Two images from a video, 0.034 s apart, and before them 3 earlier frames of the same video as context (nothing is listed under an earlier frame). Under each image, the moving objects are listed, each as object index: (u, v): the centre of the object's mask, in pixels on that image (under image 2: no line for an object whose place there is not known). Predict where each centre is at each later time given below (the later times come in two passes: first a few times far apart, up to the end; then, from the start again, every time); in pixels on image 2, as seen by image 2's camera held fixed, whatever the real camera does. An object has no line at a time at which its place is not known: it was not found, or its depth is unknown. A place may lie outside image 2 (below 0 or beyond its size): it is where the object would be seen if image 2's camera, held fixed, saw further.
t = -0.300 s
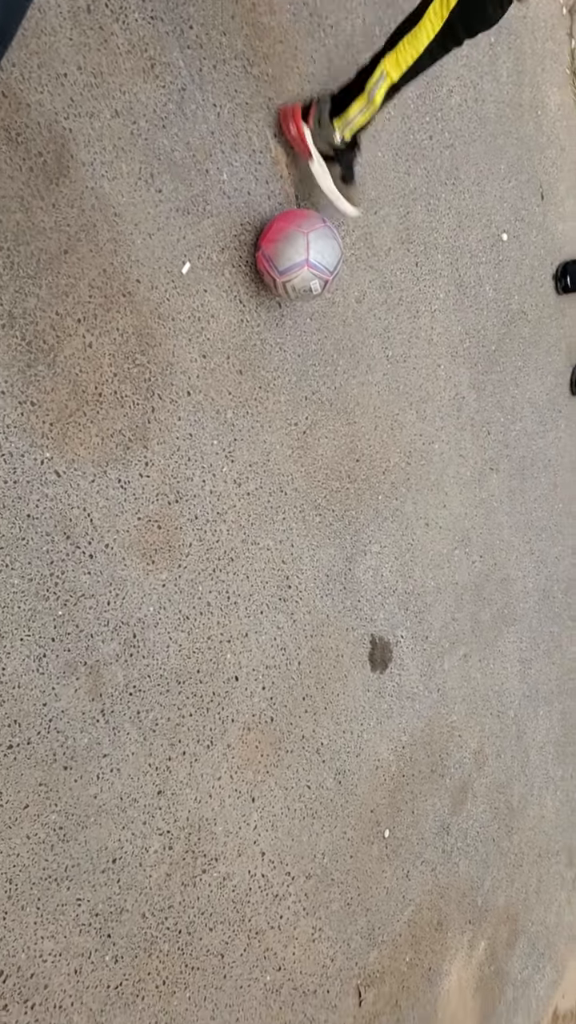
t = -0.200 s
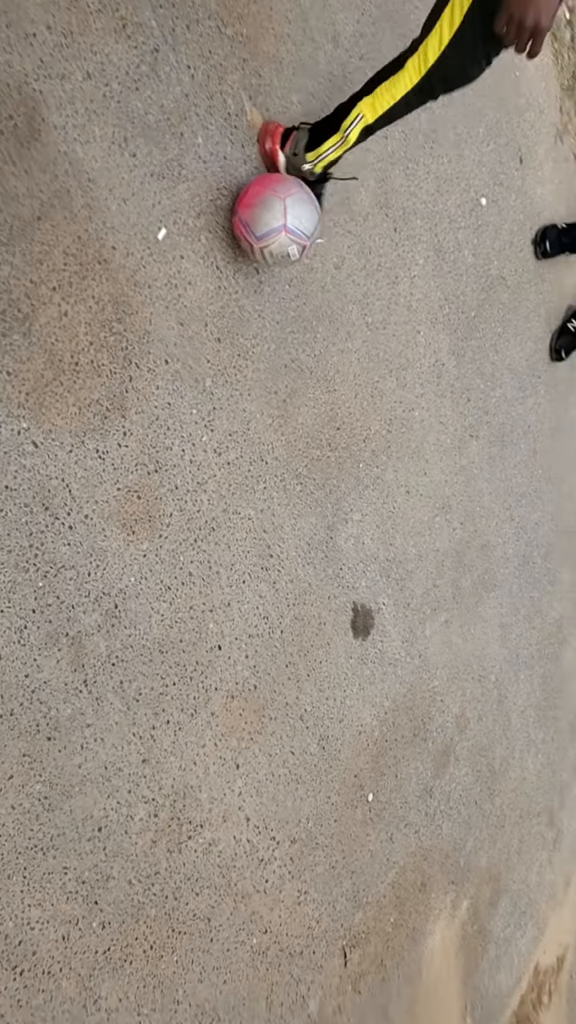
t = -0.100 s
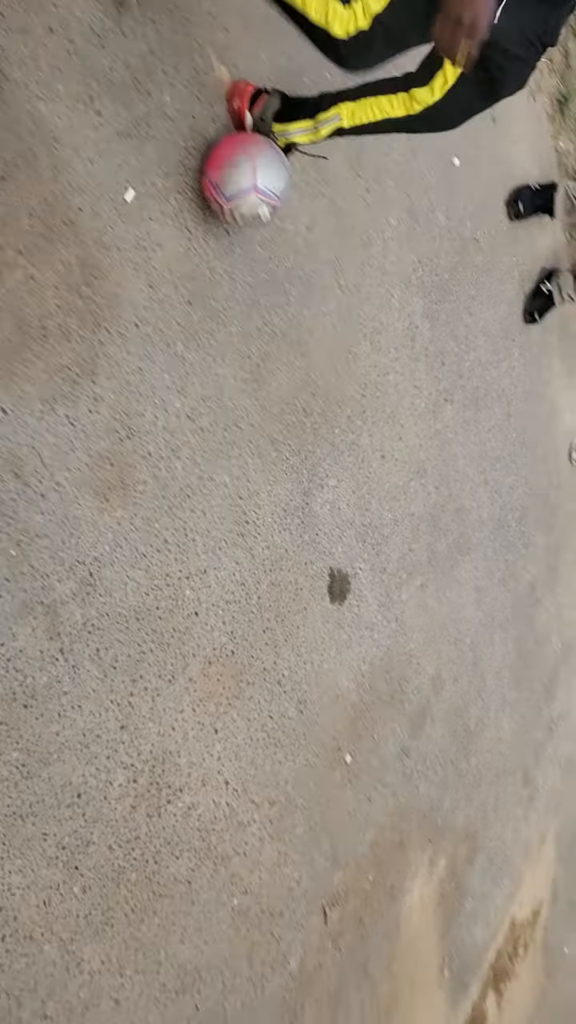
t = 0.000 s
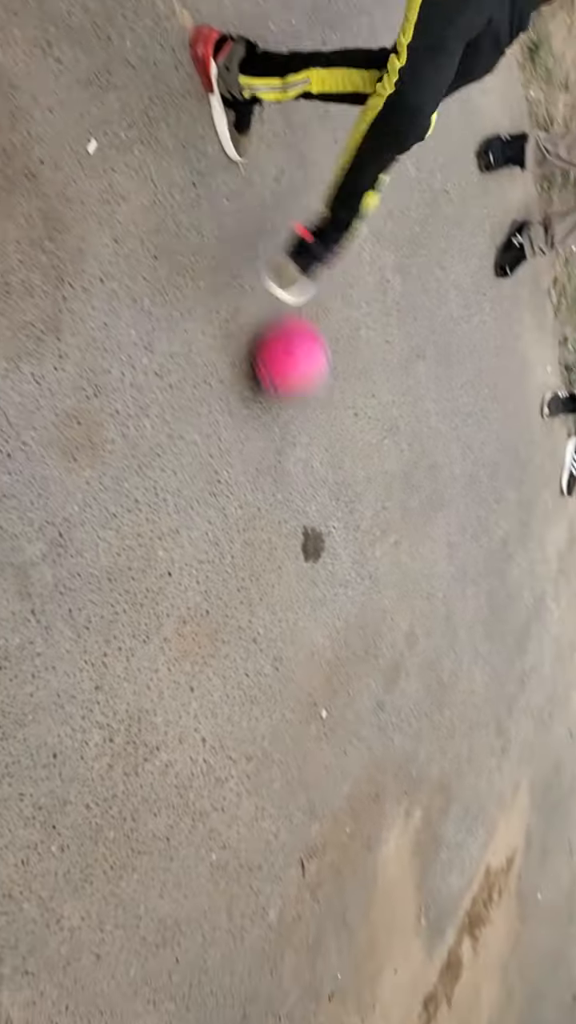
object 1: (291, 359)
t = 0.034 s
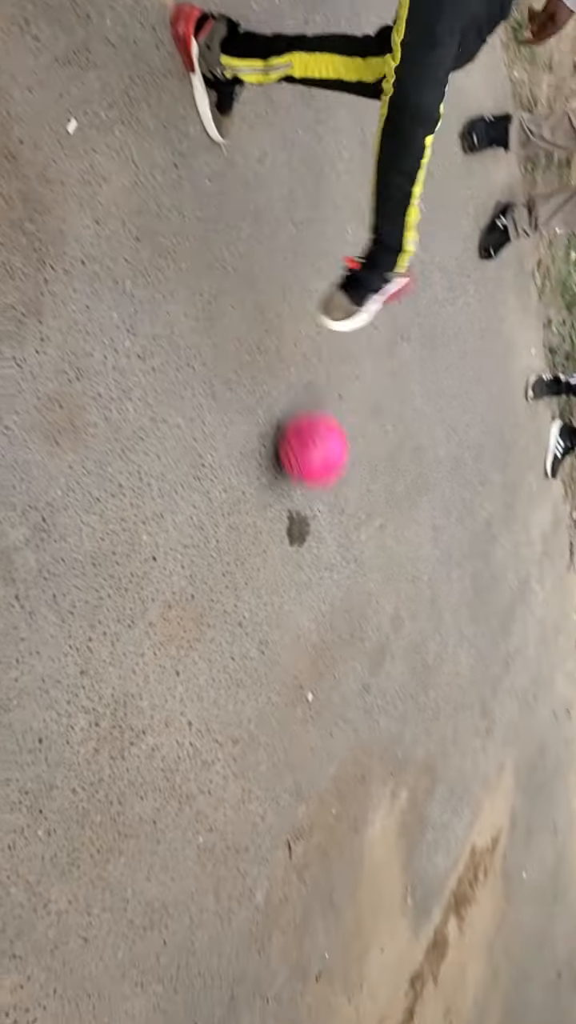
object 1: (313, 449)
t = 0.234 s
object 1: (438, 820)
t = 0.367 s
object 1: (481, 948)
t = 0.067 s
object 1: (343, 540)
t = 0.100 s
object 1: (365, 615)
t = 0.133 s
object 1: (385, 678)
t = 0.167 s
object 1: (401, 731)
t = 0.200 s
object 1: (420, 777)
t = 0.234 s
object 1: (438, 820)
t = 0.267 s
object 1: (452, 859)
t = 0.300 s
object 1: (461, 892)
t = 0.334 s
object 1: (472, 922)
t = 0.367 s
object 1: (481, 948)
